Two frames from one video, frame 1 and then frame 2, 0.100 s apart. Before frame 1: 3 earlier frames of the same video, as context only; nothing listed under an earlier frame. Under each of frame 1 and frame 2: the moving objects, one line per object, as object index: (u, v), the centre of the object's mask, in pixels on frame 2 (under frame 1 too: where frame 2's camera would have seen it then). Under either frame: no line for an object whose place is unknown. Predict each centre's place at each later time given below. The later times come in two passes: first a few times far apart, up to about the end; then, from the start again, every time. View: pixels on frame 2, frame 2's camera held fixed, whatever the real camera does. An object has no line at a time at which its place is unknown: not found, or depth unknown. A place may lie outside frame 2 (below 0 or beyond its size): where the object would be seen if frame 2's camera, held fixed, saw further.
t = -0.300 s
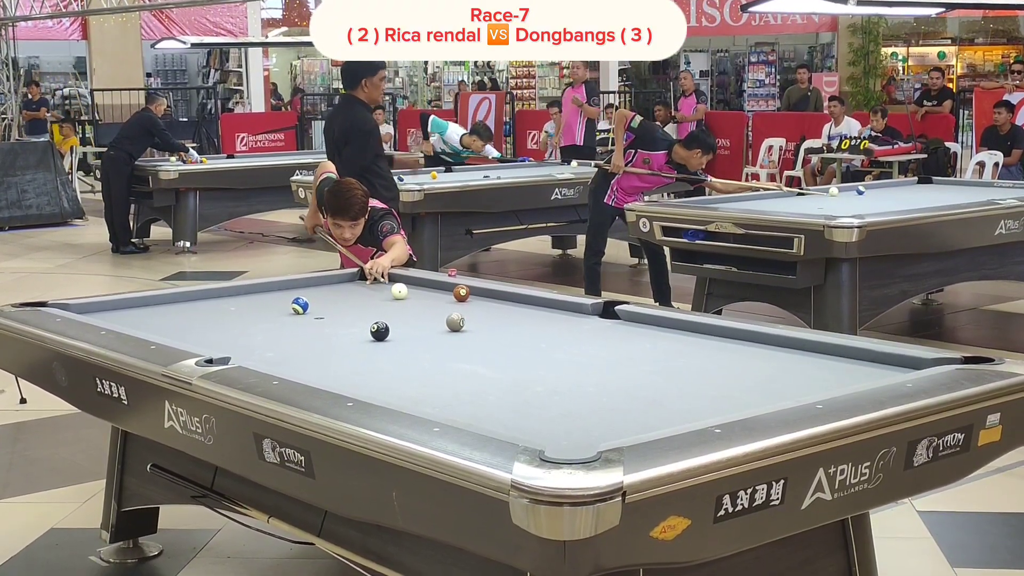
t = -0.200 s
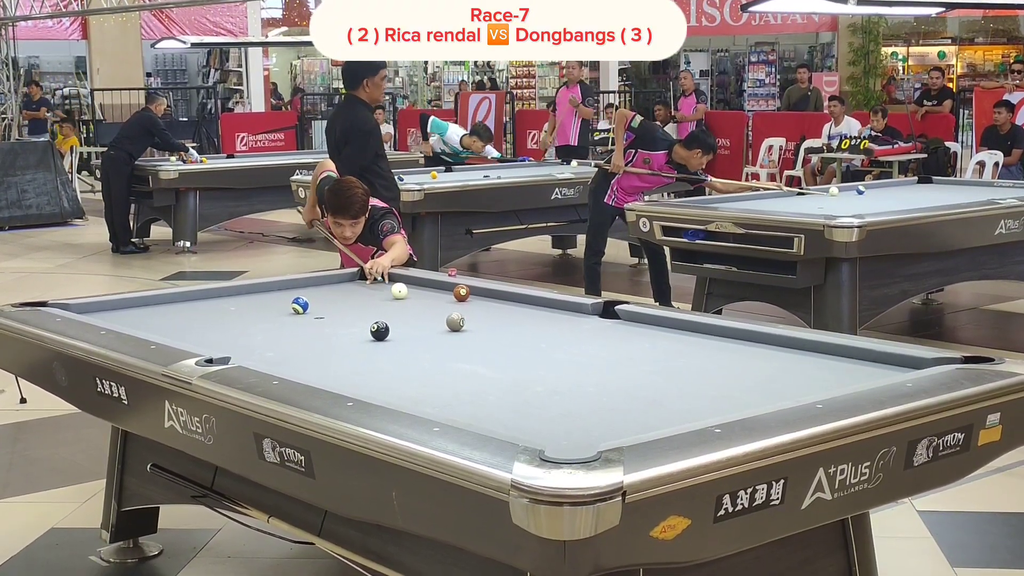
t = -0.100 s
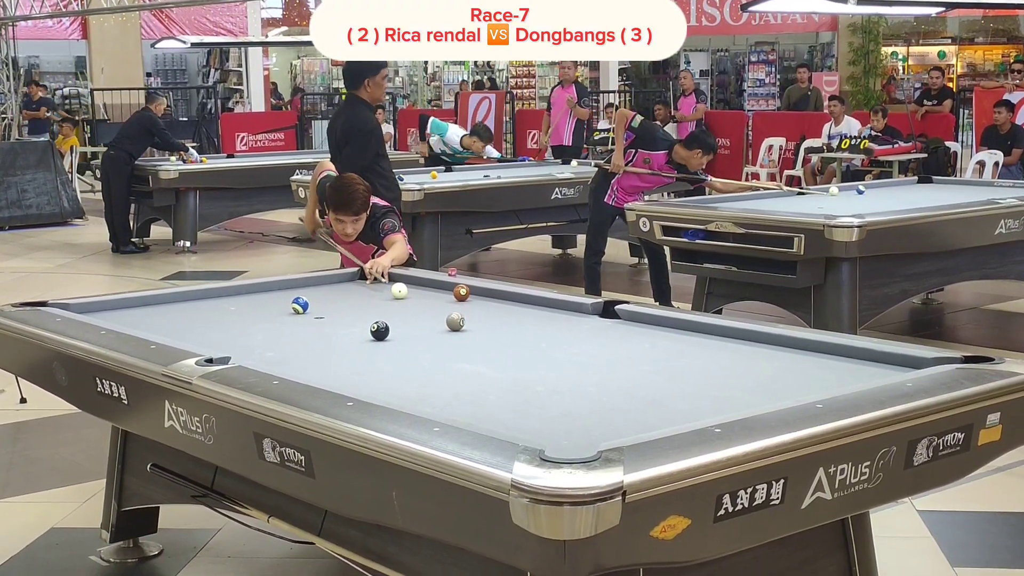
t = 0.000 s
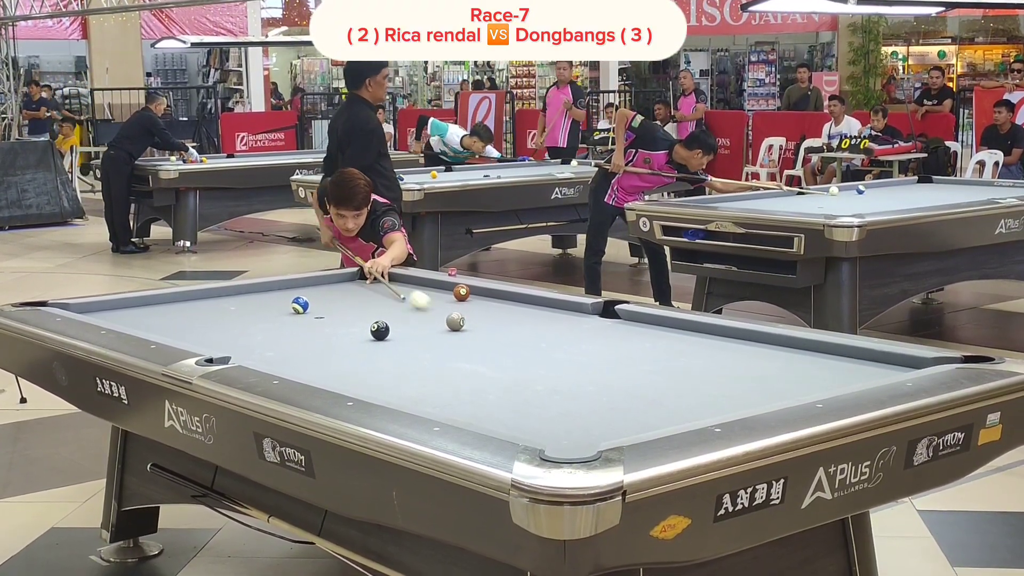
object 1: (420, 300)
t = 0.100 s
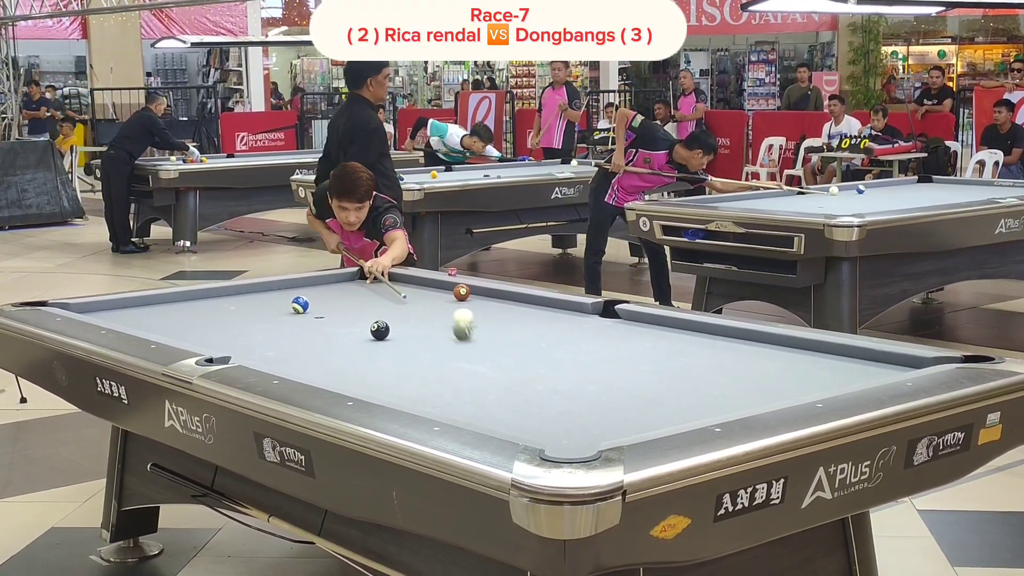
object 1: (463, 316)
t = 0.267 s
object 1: (504, 318)
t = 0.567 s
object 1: (571, 319)
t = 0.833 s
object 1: (630, 319)
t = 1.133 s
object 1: (653, 323)
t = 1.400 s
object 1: (655, 328)
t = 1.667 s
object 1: (657, 332)
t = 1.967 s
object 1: (659, 337)
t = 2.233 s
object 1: (660, 341)
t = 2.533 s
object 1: (662, 345)
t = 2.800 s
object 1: (663, 348)
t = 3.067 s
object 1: (664, 351)
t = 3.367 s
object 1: (666, 353)
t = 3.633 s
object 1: (667, 355)
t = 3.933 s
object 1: (667, 357)
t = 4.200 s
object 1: (667, 358)
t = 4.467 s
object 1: (667, 358)
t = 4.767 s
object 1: (667, 358)
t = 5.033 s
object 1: (667, 358)
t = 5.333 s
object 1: (667, 358)
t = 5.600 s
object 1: (667, 358)
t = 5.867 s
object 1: (667, 358)
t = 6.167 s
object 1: (667, 358)
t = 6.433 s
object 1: (667, 358)
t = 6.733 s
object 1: (667, 358)
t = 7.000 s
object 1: (667, 358)
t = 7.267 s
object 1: (667, 358)
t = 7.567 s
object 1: (667, 358)
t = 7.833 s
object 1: (667, 358)
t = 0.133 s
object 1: (472, 318)
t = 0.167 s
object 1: (481, 318)
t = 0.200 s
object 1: (489, 318)
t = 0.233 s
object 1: (496, 318)
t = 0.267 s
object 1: (504, 318)
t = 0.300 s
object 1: (511, 318)
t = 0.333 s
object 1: (519, 318)
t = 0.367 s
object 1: (526, 318)
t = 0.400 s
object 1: (534, 318)
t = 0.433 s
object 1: (541, 318)
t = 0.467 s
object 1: (549, 318)
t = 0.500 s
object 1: (556, 318)
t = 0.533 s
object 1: (564, 318)
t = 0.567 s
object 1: (571, 319)
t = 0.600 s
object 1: (578, 319)
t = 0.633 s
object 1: (586, 319)
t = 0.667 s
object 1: (594, 319)
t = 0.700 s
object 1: (601, 319)
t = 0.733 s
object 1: (608, 319)
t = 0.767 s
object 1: (615, 319)
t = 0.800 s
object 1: (623, 319)
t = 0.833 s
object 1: (630, 319)
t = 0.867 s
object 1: (637, 319)
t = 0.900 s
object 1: (645, 319)
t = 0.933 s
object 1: (651, 319)
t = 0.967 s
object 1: (652, 320)
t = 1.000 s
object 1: (652, 321)
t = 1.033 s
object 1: (652, 321)
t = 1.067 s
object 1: (652, 322)
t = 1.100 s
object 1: (653, 322)
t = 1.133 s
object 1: (653, 323)
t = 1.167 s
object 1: (653, 323)
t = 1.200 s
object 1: (653, 324)
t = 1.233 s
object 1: (653, 325)
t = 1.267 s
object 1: (654, 325)
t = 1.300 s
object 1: (654, 326)
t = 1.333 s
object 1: (654, 326)
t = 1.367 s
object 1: (655, 327)
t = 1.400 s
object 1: (655, 328)
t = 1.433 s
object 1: (655, 328)
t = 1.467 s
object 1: (655, 329)
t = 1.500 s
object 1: (655, 329)
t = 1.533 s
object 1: (656, 330)
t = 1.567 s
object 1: (656, 330)
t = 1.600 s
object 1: (656, 331)
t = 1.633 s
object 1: (656, 331)
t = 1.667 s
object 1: (657, 332)
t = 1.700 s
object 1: (657, 333)
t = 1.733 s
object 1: (657, 333)
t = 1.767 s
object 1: (657, 334)
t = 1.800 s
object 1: (657, 334)
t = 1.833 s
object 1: (658, 335)
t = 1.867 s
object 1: (658, 335)
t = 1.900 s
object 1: (658, 336)
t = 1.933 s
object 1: (658, 336)
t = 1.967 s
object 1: (659, 337)
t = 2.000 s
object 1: (659, 337)
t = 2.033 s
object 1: (659, 338)
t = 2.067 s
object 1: (659, 338)
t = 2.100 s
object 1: (659, 339)
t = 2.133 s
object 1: (660, 339)
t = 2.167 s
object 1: (660, 340)
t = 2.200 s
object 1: (660, 340)
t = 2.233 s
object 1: (660, 341)
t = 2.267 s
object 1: (660, 341)
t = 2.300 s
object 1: (661, 341)
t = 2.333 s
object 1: (661, 342)
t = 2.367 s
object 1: (661, 342)
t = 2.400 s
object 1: (661, 343)
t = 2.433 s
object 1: (662, 343)
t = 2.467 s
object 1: (662, 344)
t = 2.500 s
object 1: (662, 344)
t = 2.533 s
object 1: (662, 345)
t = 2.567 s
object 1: (662, 345)
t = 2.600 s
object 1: (662, 345)
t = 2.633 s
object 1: (662, 346)
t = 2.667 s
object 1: (663, 346)
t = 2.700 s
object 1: (663, 347)
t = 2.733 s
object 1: (663, 347)
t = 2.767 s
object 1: (663, 348)
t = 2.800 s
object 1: (663, 348)
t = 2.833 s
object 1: (663, 348)
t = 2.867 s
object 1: (664, 349)
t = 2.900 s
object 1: (664, 349)
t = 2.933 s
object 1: (664, 349)
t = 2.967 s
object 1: (664, 350)
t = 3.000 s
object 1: (664, 350)
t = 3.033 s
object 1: (664, 350)
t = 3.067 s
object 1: (664, 351)
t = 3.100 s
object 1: (664, 351)
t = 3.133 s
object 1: (665, 351)
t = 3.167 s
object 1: (665, 352)
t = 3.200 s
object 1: (665, 352)
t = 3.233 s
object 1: (665, 352)
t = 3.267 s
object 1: (665, 352)
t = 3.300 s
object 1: (666, 353)
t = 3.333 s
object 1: (666, 353)
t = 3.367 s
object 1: (666, 353)
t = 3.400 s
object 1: (666, 354)
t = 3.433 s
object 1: (666, 354)
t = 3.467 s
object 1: (666, 354)
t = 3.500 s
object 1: (666, 354)
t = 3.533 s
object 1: (666, 355)
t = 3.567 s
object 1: (667, 355)
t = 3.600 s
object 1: (667, 355)
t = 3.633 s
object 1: (667, 355)
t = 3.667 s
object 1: (667, 356)
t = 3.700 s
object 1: (667, 356)
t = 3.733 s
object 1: (667, 356)
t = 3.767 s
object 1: (667, 356)
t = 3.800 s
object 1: (667, 356)
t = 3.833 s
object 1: (667, 356)
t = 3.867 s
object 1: (667, 357)
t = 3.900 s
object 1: (667, 357)
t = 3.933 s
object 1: (667, 357)
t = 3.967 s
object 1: (667, 357)
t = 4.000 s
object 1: (667, 357)
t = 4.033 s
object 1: (667, 357)
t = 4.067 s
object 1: (667, 358)
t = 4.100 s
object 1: (667, 358)
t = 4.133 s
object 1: (667, 358)
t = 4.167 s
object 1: (667, 358)
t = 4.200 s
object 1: (667, 358)
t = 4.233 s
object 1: (667, 358)
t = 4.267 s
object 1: (667, 358)
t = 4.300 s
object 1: (667, 358)
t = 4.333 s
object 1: (667, 358)
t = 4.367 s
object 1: (667, 358)
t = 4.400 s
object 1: (667, 358)
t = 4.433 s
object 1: (667, 358)
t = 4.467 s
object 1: (667, 358)
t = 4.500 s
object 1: (667, 358)
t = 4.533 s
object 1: (667, 358)
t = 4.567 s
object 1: (667, 358)
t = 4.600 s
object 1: (667, 358)
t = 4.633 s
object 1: (667, 358)
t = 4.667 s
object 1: (667, 358)
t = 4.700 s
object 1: (667, 358)
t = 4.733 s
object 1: (667, 358)
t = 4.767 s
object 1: (667, 358)
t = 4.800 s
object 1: (667, 358)
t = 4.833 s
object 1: (667, 358)
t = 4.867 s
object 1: (667, 358)
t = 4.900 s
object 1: (667, 358)
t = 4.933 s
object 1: (667, 358)
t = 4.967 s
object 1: (667, 358)
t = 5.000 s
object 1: (667, 358)
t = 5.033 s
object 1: (667, 358)
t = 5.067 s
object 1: (667, 358)
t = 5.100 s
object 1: (667, 358)
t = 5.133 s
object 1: (667, 358)
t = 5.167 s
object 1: (667, 358)
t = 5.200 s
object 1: (667, 358)
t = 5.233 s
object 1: (667, 358)
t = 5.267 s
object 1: (667, 358)
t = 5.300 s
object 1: (667, 358)
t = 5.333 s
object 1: (667, 358)
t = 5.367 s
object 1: (667, 358)
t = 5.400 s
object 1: (667, 358)
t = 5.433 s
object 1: (667, 358)
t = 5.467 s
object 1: (667, 358)
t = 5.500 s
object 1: (667, 358)
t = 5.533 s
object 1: (667, 358)
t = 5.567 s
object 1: (667, 358)
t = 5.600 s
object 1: (667, 358)
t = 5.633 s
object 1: (667, 358)
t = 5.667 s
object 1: (667, 358)
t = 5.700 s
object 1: (667, 358)
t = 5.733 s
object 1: (667, 358)
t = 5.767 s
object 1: (667, 358)
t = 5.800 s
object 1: (667, 358)
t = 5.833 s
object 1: (667, 358)
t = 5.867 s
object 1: (667, 358)
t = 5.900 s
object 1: (667, 358)
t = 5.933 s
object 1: (667, 358)
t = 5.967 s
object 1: (667, 358)
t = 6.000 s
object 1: (667, 358)
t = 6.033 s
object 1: (667, 358)
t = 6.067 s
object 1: (667, 358)
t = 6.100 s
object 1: (667, 358)
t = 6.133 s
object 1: (667, 358)
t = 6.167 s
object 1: (667, 358)
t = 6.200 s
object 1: (667, 358)
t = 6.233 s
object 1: (667, 358)
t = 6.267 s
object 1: (667, 358)
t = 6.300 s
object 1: (667, 358)
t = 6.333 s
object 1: (667, 358)
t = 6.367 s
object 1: (667, 358)
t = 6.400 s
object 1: (667, 358)
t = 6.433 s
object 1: (667, 358)
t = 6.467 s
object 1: (667, 358)
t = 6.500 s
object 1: (667, 358)
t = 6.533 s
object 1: (667, 358)
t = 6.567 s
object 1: (667, 358)
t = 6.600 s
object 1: (667, 358)
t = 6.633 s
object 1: (667, 358)
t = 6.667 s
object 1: (667, 358)
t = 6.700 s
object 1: (667, 358)
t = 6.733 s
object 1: (667, 358)
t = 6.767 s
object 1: (667, 358)
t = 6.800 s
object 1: (667, 358)
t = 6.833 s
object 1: (667, 358)
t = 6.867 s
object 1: (667, 358)
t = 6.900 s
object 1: (667, 358)
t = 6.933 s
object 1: (667, 358)
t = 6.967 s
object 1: (667, 358)
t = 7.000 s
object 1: (667, 358)
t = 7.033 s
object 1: (667, 358)
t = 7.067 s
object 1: (667, 358)
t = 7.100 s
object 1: (667, 358)
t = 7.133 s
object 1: (667, 358)
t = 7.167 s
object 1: (667, 358)
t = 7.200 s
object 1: (667, 358)
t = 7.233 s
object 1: (667, 358)
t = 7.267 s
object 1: (667, 358)
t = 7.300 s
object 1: (667, 358)
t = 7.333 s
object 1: (667, 358)
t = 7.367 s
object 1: (667, 358)
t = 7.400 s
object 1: (667, 358)
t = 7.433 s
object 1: (667, 358)
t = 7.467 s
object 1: (667, 358)
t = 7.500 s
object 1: (667, 358)
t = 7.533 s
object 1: (667, 358)
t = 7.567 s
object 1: (667, 358)
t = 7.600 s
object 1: (667, 358)
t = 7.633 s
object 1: (667, 358)
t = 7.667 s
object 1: (667, 358)
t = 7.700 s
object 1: (667, 358)
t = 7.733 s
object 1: (667, 358)
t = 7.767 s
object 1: (667, 358)
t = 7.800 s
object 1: (667, 358)
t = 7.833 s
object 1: (667, 358)
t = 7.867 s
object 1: (667, 358)
